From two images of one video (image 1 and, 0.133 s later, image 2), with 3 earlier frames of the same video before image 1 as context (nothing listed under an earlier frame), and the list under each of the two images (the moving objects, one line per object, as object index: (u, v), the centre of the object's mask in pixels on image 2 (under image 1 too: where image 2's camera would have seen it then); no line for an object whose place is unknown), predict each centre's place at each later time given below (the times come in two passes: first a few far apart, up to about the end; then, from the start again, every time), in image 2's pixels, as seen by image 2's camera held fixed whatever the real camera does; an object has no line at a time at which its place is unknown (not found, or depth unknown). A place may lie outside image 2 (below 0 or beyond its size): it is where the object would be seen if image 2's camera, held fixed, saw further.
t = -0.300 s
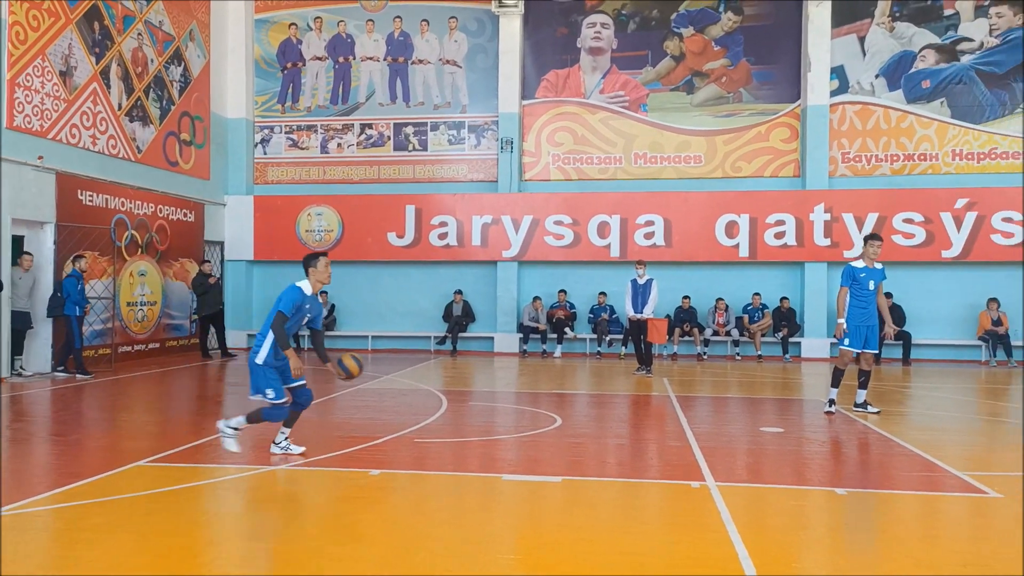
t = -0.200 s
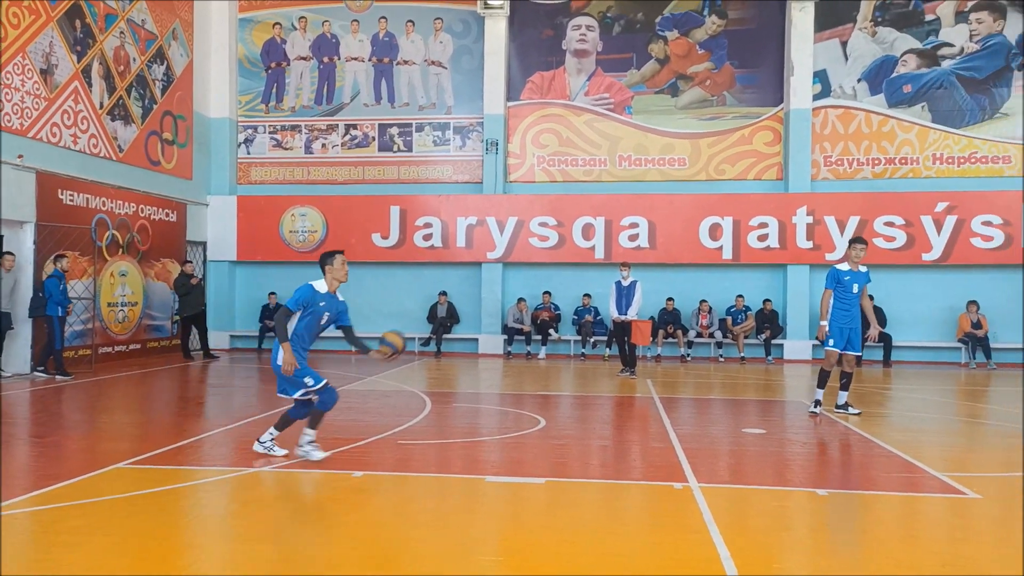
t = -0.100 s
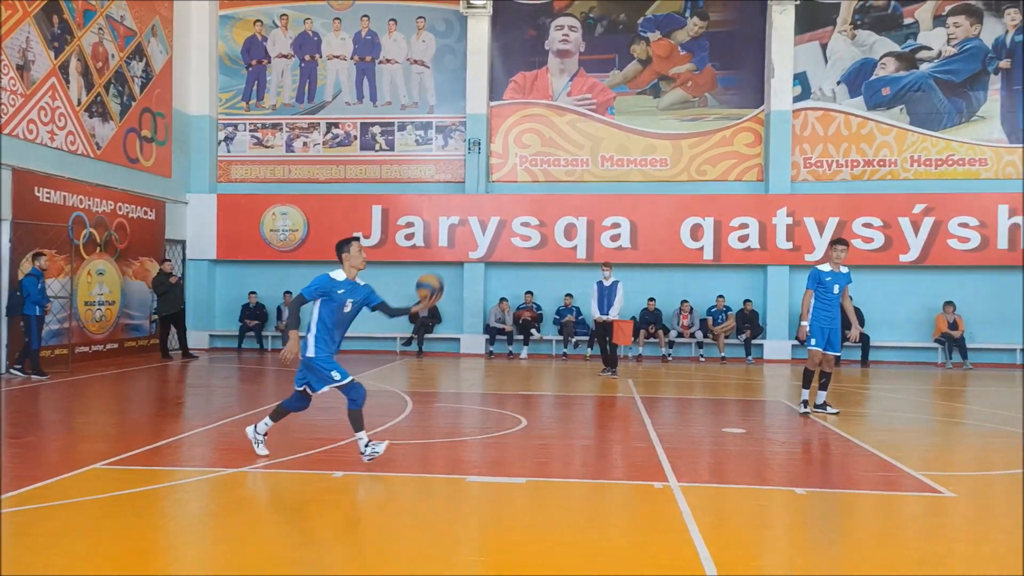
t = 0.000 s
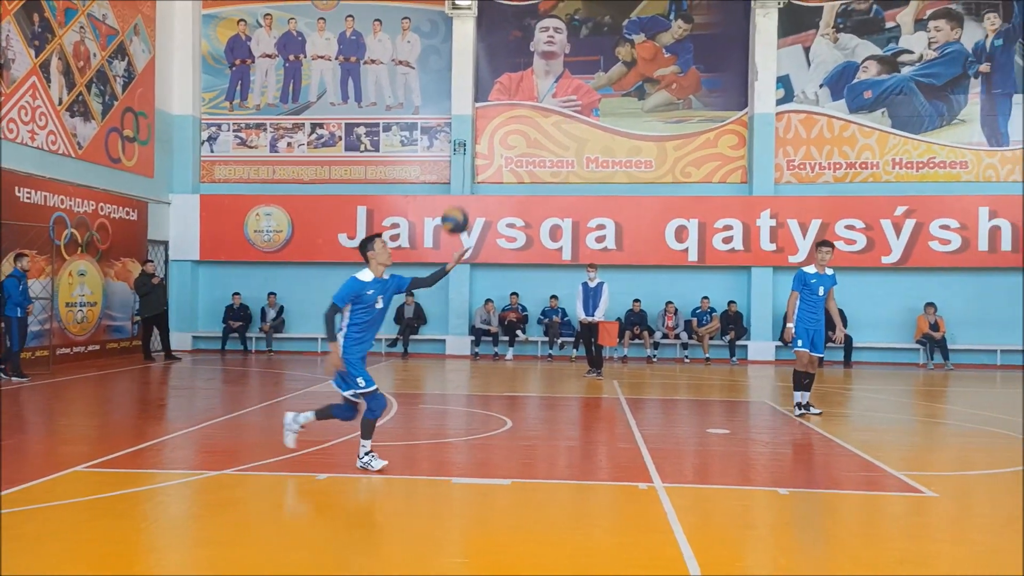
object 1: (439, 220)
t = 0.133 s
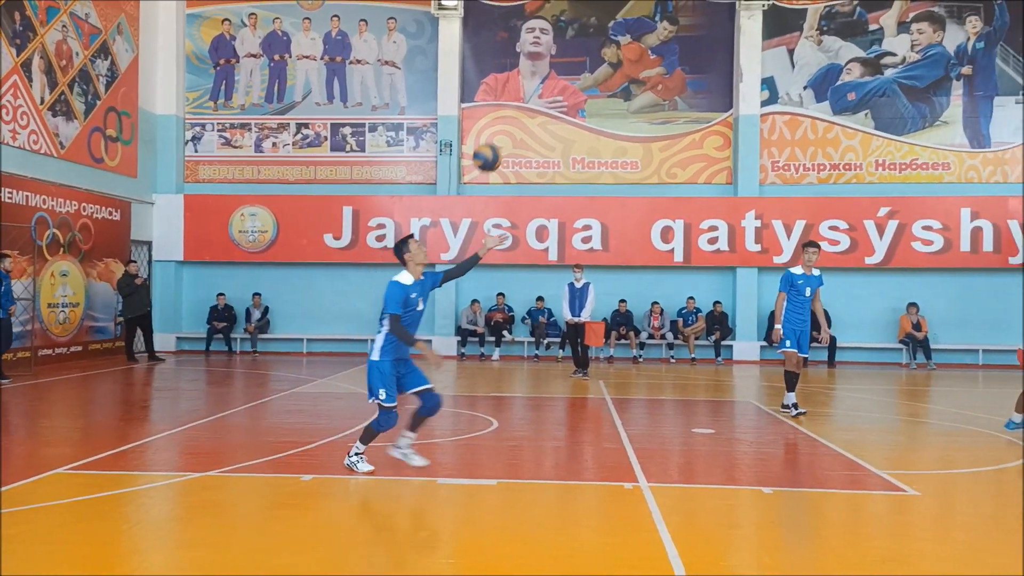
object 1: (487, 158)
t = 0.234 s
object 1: (533, 112)
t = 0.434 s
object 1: (604, 76)
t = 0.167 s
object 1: (507, 136)
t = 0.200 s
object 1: (519, 124)
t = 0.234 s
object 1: (533, 112)
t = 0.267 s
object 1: (546, 103)
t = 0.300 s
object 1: (559, 94)
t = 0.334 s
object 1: (572, 87)
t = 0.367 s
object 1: (585, 81)
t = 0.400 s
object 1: (598, 77)
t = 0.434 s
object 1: (604, 76)
